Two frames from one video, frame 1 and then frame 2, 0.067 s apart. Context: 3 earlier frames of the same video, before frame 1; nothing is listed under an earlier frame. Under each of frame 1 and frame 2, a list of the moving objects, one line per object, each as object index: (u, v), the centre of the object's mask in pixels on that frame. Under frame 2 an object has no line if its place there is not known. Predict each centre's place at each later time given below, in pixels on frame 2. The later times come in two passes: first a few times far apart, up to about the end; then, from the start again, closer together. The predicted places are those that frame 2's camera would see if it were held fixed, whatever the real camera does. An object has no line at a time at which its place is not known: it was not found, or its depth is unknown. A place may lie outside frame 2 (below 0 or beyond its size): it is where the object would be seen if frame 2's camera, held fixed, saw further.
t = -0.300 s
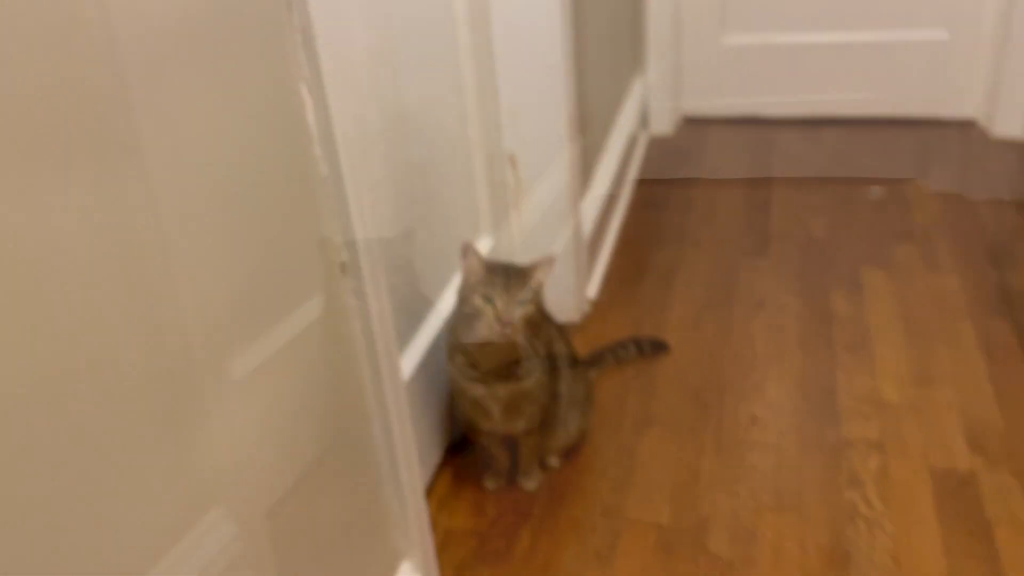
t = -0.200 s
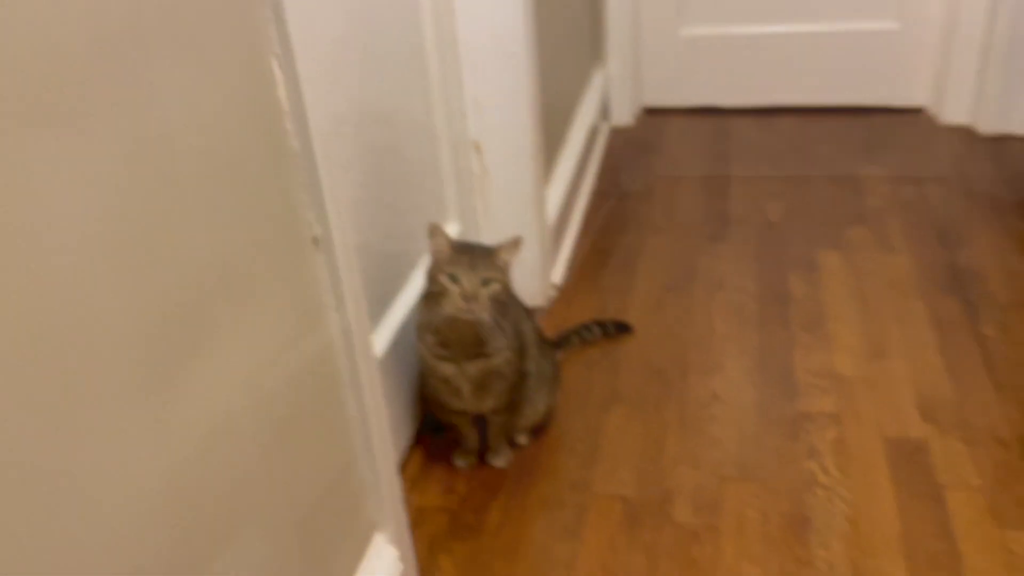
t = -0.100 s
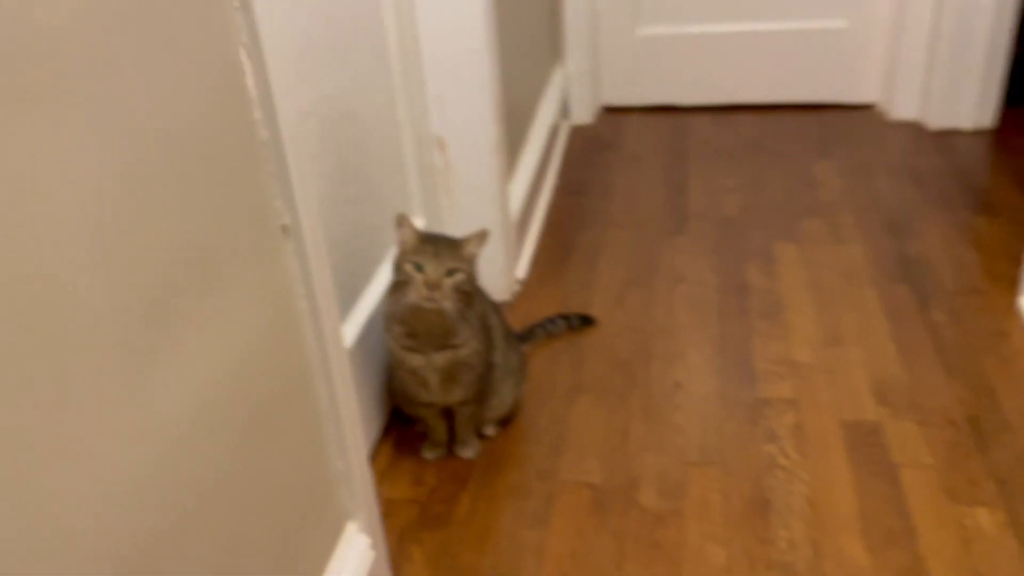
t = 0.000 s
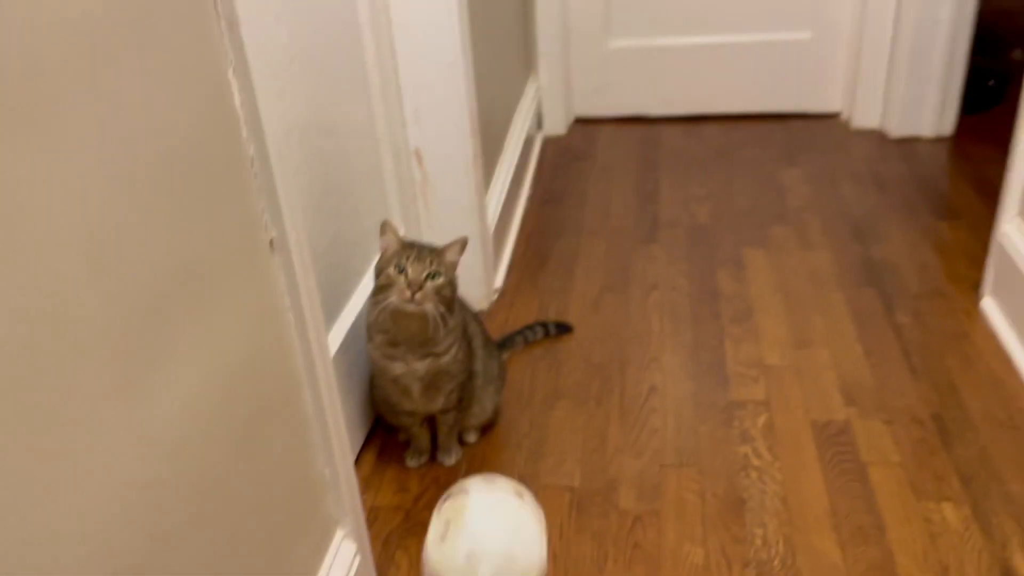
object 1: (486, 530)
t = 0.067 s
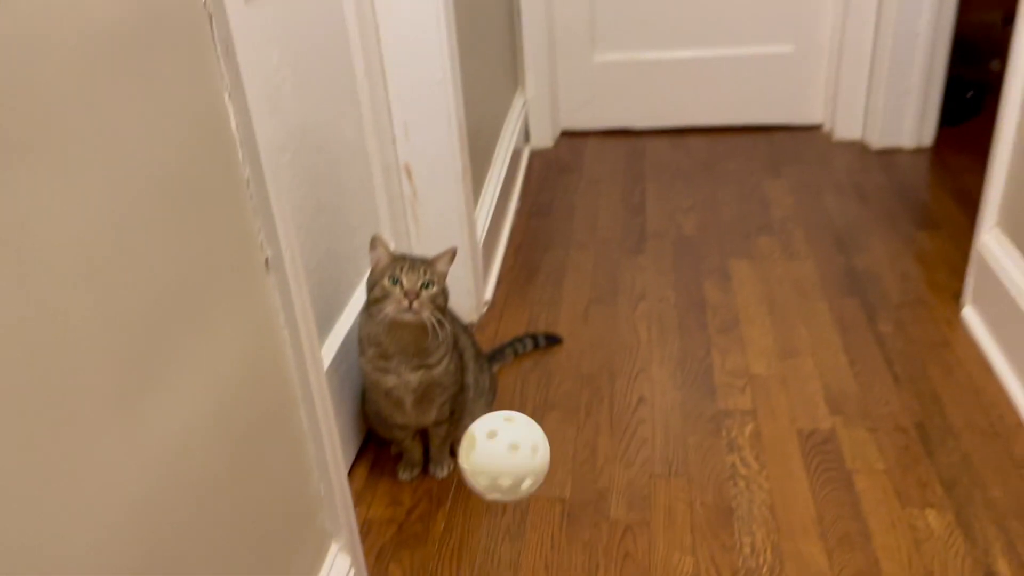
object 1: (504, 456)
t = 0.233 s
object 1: (544, 518)
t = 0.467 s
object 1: (541, 429)
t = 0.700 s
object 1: (520, 272)
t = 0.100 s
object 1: (515, 445)
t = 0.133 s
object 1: (523, 451)
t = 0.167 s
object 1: (531, 469)
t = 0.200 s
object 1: (538, 493)
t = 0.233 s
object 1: (544, 518)
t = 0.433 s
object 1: (546, 484)
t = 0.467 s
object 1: (541, 429)
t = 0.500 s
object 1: (536, 380)
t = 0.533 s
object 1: (531, 342)
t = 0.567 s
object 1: (527, 311)
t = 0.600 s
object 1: (524, 288)
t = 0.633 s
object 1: (522, 275)
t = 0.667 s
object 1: (521, 270)
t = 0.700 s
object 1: (520, 272)
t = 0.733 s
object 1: (520, 281)
